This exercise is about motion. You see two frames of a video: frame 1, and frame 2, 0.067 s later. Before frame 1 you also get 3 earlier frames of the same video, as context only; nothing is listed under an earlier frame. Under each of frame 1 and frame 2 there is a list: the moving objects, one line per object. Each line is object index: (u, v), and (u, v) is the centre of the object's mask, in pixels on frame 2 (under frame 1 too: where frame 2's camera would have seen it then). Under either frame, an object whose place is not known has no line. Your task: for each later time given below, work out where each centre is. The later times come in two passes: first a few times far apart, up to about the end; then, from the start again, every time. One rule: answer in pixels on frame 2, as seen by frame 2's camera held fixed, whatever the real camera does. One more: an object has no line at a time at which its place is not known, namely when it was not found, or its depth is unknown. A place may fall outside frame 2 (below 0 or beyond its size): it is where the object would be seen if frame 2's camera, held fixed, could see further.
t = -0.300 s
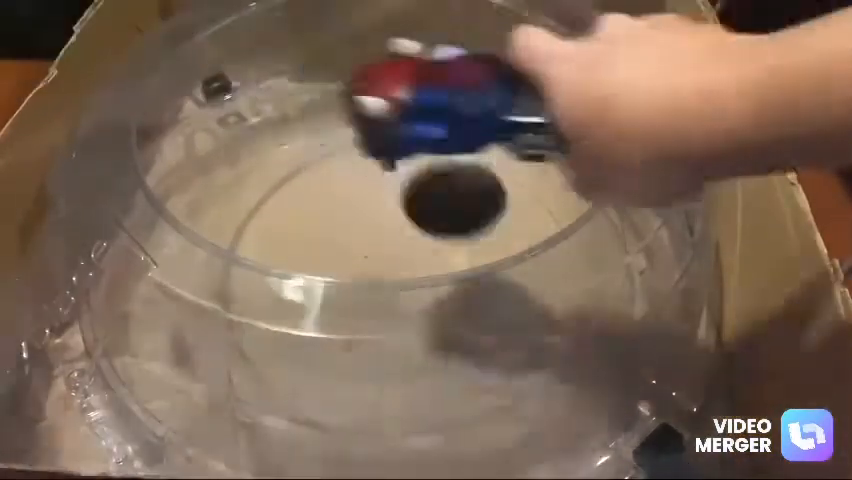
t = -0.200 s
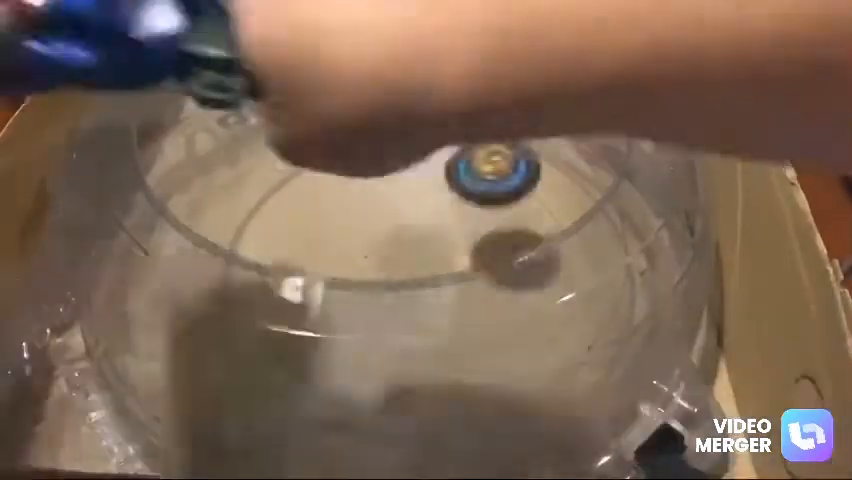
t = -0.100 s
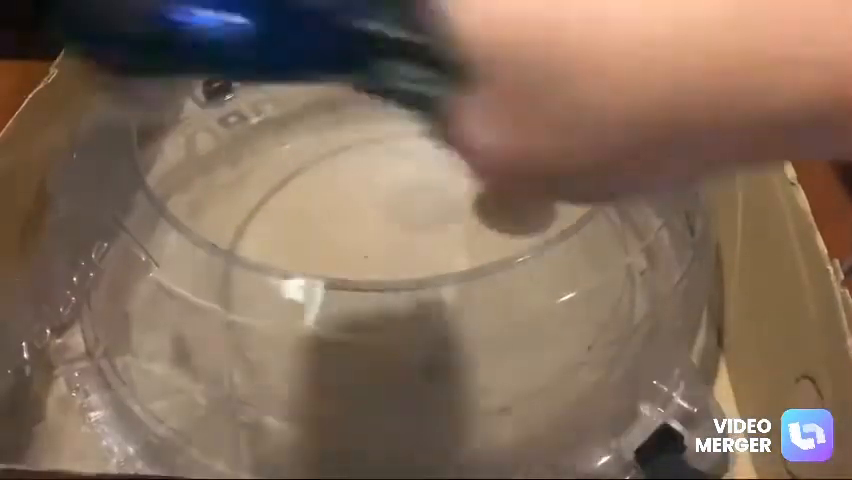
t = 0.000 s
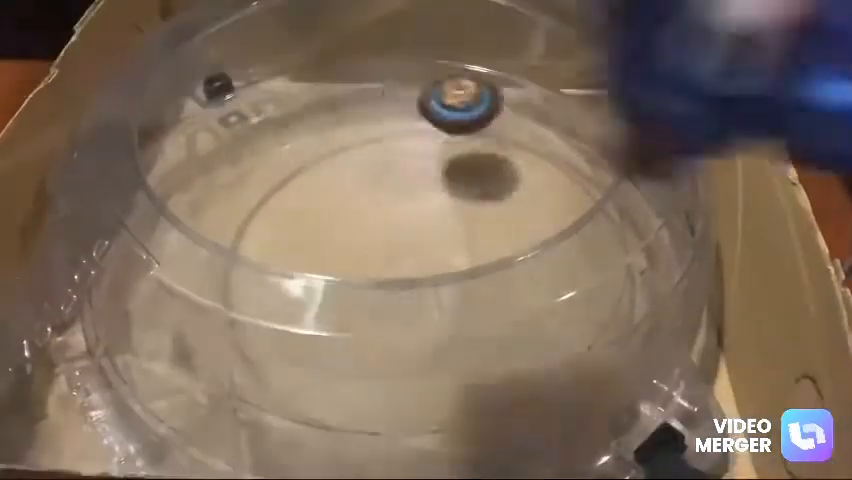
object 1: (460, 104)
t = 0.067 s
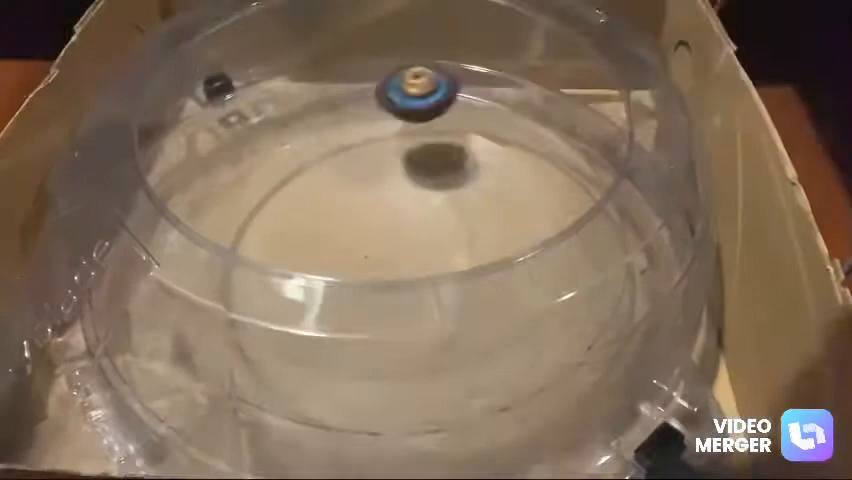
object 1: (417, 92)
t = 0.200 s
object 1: (314, 120)
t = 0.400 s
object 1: (220, 288)
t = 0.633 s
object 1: (434, 425)
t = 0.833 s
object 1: (623, 322)
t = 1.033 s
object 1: (650, 189)
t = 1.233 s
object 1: (517, 117)
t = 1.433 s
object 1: (387, 85)
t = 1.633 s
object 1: (297, 90)
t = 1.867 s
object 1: (235, 148)
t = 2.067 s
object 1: (268, 272)
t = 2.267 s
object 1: (483, 296)
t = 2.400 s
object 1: (506, 199)
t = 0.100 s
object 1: (396, 105)
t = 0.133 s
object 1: (374, 111)
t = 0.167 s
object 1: (344, 109)
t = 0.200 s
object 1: (314, 120)
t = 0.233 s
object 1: (287, 143)
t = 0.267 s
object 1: (261, 160)
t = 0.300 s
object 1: (239, 183)
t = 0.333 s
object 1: (219, 218)
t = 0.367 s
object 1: (219, 249)
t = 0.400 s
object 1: (220, 288)
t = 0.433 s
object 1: (227, 328)
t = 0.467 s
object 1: (237, 367)
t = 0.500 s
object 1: (256, 392)
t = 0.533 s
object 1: (296, 425)
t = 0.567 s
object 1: (338, 429)
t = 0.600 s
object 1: (386, 427)
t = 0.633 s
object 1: (434, 425)
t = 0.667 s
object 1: (476, 420)
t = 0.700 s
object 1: (515, 406)
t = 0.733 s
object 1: (550, 387)
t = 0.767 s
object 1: (581, 367)
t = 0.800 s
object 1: (605, 345)
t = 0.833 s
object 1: (623, 322)
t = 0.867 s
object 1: (634, 296)
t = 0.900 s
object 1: (645, 275)
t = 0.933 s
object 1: (648, 251)
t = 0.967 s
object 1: (653, 229)
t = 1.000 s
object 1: (654, 209)
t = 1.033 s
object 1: (650, 189)
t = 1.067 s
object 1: (638, 168)
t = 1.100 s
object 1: (620, 156)
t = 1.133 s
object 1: (597, 144)
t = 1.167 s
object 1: (568, 136)
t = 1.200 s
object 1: (543, 126)
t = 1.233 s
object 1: (517, 117)
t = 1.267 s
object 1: (492, 109)
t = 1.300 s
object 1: (468, 102)
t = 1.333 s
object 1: (447, 97)
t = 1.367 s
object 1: (424, 92)
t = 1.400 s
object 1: (405, 88)
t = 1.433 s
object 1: (387, 85)
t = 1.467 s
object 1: (369, 83)
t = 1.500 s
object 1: (354, 81)
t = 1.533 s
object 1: (337, 80)
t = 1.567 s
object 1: (323, 80)
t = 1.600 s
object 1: (309, 84)
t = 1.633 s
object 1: (297, 90)
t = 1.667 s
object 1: (285, 97)
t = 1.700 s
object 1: (275, 104)
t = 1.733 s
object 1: (265, 112)
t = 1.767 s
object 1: (256, 120)
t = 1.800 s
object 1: (249, 129)
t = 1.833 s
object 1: (242, 138)
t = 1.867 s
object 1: (235, 148)
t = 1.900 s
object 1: (232, 158)
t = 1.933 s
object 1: (229, 175)
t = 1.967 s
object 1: (228, 198)
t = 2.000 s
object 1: (236, 220)
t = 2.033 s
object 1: (249, 252)
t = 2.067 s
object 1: (268, 272)
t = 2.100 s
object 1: (304, 297)
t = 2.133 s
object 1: (343, 310)
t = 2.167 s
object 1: (377, 320)
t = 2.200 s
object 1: (417, 326)
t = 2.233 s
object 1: (458, 311)
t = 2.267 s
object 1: (483, 296)
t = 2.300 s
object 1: (506, 271)
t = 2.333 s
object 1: (515, 245)
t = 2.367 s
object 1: (513, 222)
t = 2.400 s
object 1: (506, 199)
